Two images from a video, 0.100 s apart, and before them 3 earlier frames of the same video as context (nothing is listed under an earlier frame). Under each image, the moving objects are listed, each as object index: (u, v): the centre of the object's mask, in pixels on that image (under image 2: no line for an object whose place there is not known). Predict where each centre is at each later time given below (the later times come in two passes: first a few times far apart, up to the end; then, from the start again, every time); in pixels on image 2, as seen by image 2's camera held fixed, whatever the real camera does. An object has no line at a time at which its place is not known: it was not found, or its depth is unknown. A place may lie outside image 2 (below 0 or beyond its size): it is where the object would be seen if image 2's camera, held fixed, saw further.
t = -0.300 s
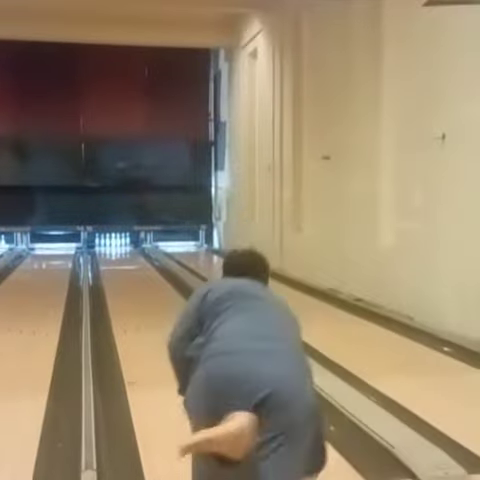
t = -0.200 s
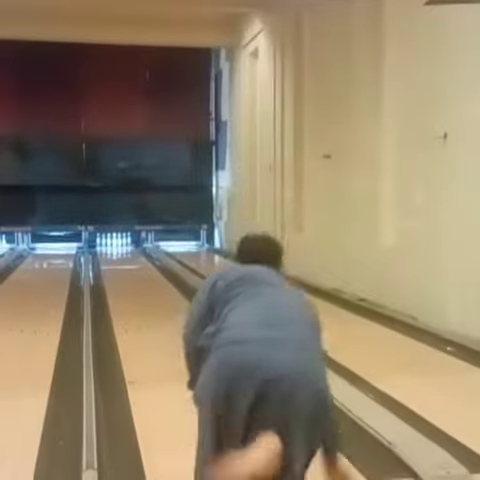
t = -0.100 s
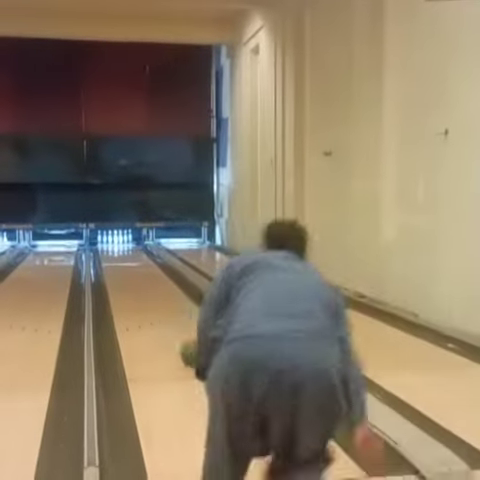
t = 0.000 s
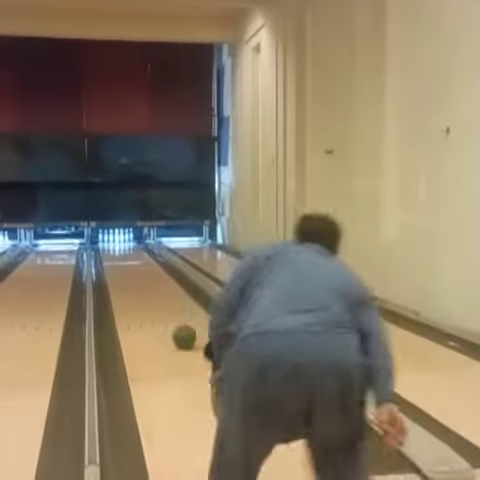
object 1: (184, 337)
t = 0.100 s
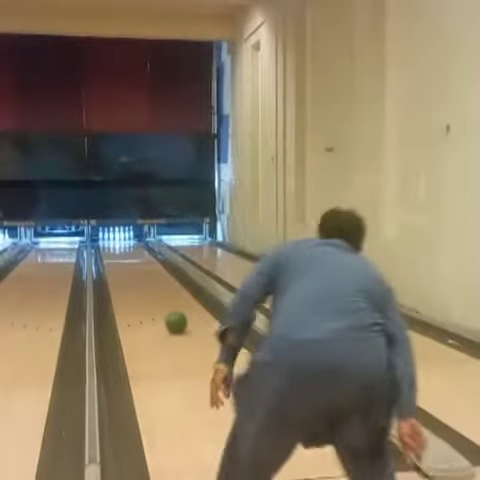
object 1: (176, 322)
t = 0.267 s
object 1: (165, 306)
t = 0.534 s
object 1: (153, 289)
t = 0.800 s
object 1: (144, 277)
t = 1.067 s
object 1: (137, 267)
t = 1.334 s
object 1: (132, 261)
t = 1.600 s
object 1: (128, 255)
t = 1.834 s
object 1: (125, 252)
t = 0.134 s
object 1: (173, 318)
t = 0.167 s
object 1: (171, 315)
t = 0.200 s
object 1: (169, 312)
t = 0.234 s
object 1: (167, 310)
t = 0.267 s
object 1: (165, 306)
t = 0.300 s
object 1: (164, 305)
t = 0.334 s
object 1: (162, 302)
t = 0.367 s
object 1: (160, 299)
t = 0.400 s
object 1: (158, 297)
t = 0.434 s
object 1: (158, 296)
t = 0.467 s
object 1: (156, 293)
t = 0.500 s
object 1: (155, 292)
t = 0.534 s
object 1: (153, 289)
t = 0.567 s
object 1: (152, 288)
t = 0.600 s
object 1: (151, 286)
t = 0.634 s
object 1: (149, 284)
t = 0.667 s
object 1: (148, 283)
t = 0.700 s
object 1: (147, 281)
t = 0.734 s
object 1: (147, 280)
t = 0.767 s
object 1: (145, 279)
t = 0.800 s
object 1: (144, 277)
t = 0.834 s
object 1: (143, 275)
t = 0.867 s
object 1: (143, 274)
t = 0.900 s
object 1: (141, 273)
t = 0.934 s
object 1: (141, 272)
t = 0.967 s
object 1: (140, 270)
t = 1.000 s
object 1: (139, 270)
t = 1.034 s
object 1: (138, 268)
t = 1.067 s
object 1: (137, 267)
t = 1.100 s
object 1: (136, 266)
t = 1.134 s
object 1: (136, 266)
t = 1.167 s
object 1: (135, 265)
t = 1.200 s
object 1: (134, 264)
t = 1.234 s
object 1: (134, 263)
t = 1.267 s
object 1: (133, 263)
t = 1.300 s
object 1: (133, 261)
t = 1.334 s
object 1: (132, 261)
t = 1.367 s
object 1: (132, 261)
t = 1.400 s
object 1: (131, 260)
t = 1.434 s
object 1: (130, 258)
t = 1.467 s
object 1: (130, 258)
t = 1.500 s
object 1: (130, 257)
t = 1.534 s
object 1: (129, 256)
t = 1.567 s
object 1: (129, 255)
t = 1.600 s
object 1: (128, 255)
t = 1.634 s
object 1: (128, 255)
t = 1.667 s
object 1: (128, 254)
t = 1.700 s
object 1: (128, 254)
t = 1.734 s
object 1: (126, 253)
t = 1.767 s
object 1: (126, 253)
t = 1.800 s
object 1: (125, 252)
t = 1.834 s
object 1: (125, 252)
